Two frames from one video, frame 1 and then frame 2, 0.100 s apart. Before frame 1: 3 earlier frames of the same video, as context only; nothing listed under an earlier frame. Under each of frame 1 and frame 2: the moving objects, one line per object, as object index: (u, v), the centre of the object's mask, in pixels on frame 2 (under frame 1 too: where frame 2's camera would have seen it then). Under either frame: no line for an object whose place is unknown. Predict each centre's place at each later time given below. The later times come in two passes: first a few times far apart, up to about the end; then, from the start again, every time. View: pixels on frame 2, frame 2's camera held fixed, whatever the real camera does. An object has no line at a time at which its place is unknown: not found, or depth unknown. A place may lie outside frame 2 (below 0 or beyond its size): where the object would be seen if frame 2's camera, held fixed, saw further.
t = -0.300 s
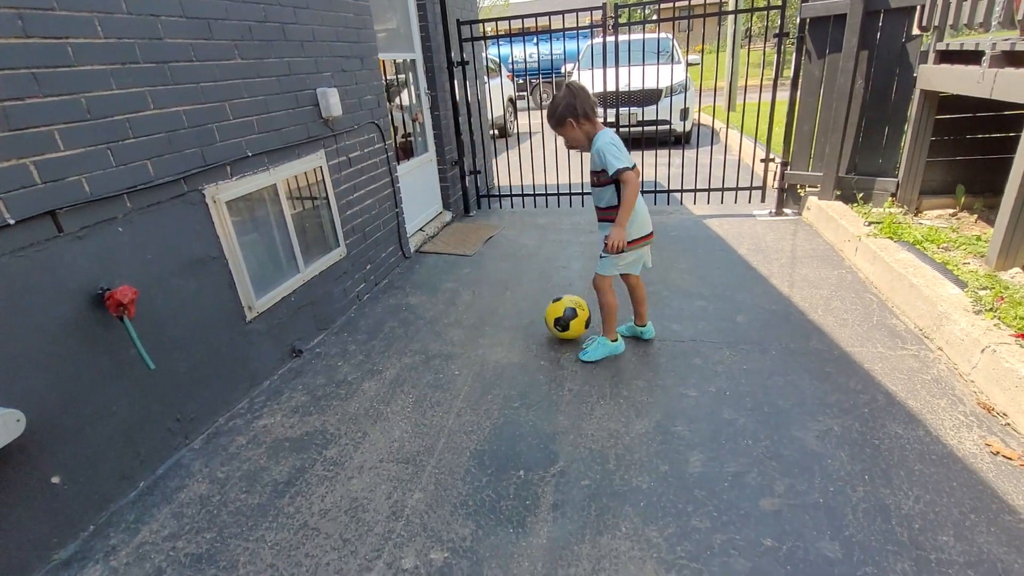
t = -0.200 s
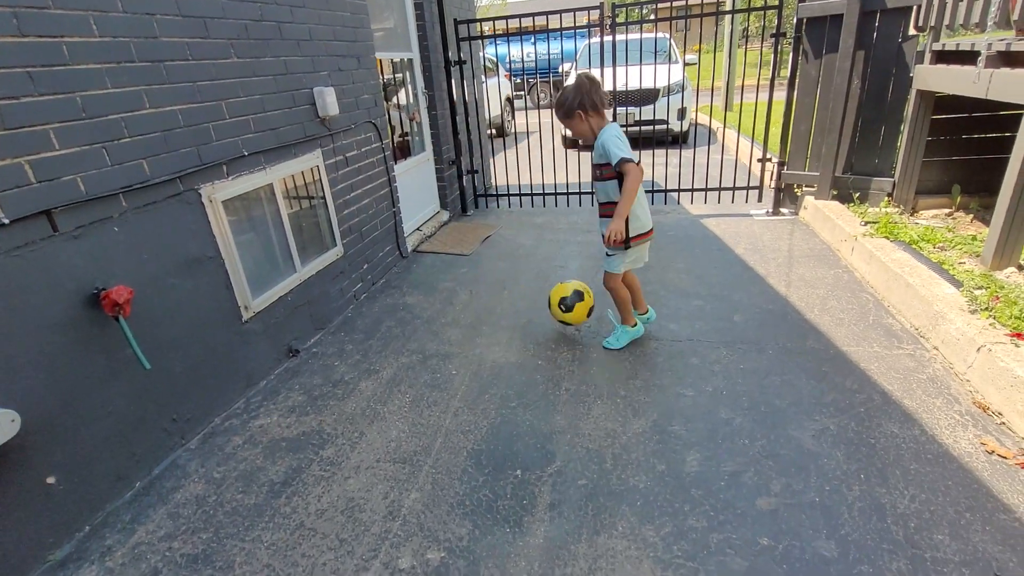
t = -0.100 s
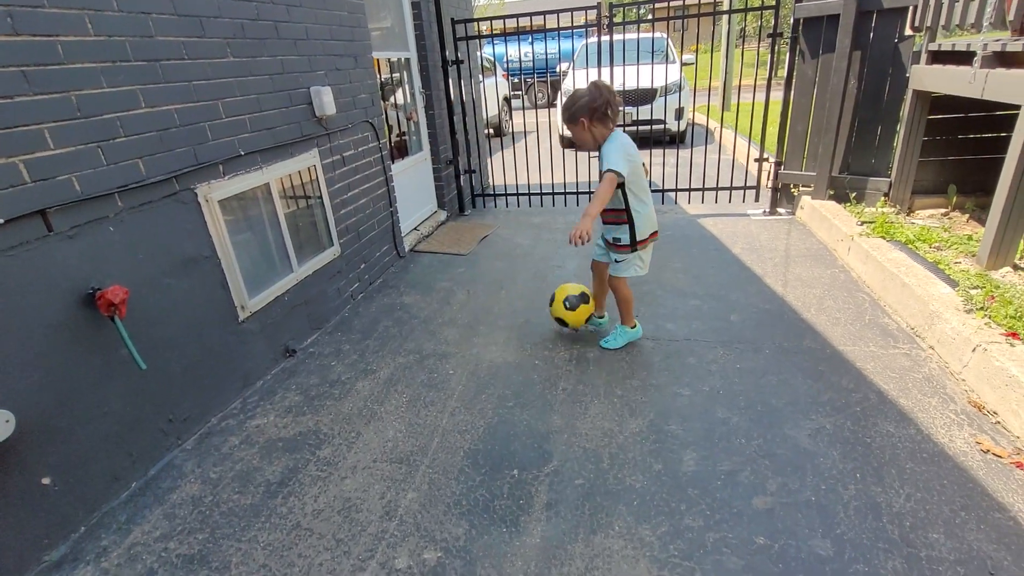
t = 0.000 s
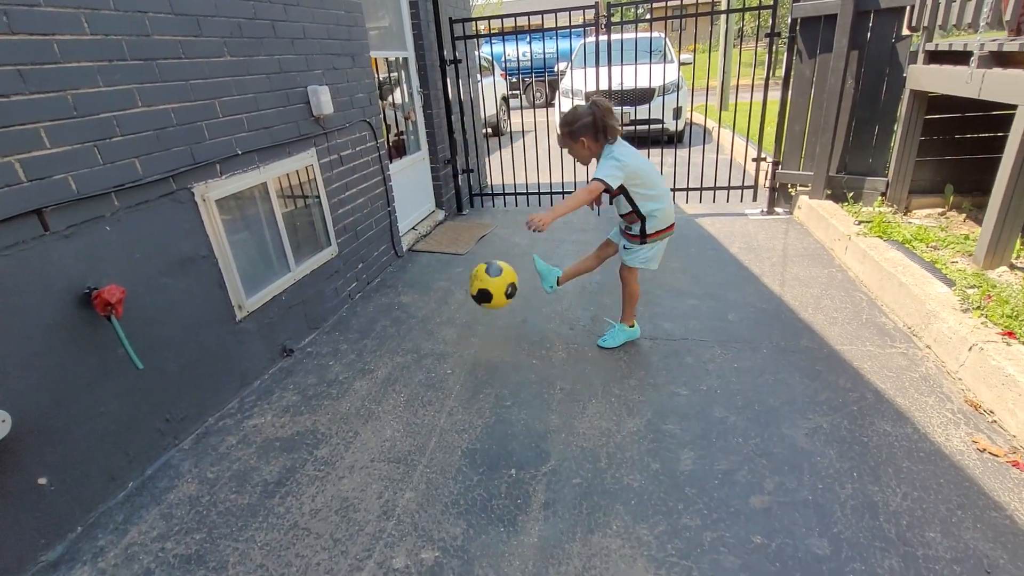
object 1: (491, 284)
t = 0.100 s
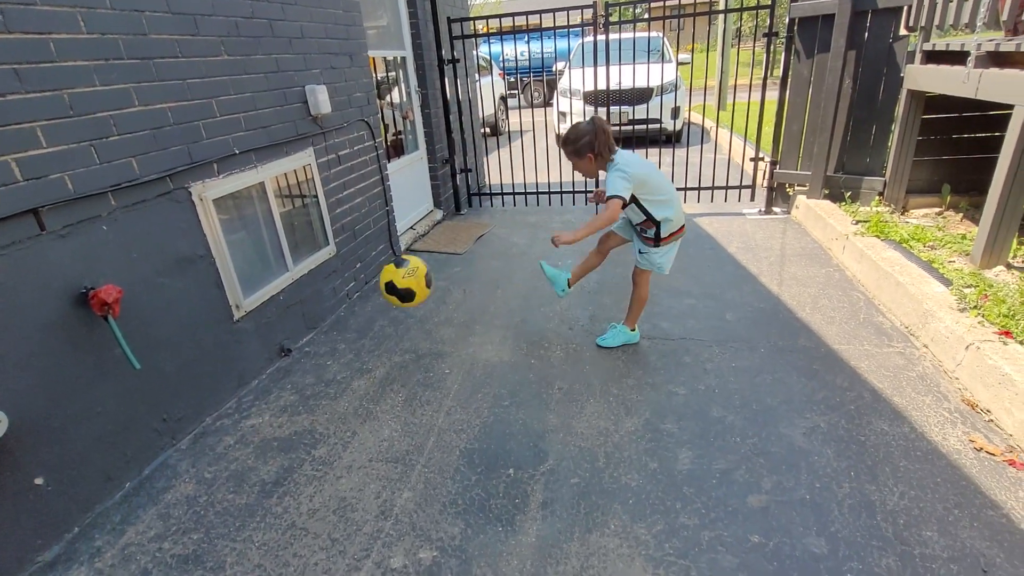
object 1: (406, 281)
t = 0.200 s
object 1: (315, 300)
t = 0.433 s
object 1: (284, 400)
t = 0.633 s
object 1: (367, 385)
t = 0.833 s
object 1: (487, 463)
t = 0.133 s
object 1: (376, 285)
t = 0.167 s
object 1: (346, 291)
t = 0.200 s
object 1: (315, 300)
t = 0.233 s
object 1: (284, 313)
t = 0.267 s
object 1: (253, 327)
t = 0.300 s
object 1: (222, 345)
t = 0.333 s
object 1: (234, 361)
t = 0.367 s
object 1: (253, 381)
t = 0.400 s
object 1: (273, 403)
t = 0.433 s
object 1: (284, 400)
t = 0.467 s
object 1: (294, 391)
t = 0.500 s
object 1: (306, 384)
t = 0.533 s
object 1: (319, 380)
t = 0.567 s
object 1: (334, 379)
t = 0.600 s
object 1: (350, 380)
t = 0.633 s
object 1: (367, 385)
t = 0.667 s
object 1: (386, 392)
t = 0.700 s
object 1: (405, 402)
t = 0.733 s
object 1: (425, 416)
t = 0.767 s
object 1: (446, 433)
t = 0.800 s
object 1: (467, 452)
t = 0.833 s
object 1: (487, 463)
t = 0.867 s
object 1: (506, 456)
